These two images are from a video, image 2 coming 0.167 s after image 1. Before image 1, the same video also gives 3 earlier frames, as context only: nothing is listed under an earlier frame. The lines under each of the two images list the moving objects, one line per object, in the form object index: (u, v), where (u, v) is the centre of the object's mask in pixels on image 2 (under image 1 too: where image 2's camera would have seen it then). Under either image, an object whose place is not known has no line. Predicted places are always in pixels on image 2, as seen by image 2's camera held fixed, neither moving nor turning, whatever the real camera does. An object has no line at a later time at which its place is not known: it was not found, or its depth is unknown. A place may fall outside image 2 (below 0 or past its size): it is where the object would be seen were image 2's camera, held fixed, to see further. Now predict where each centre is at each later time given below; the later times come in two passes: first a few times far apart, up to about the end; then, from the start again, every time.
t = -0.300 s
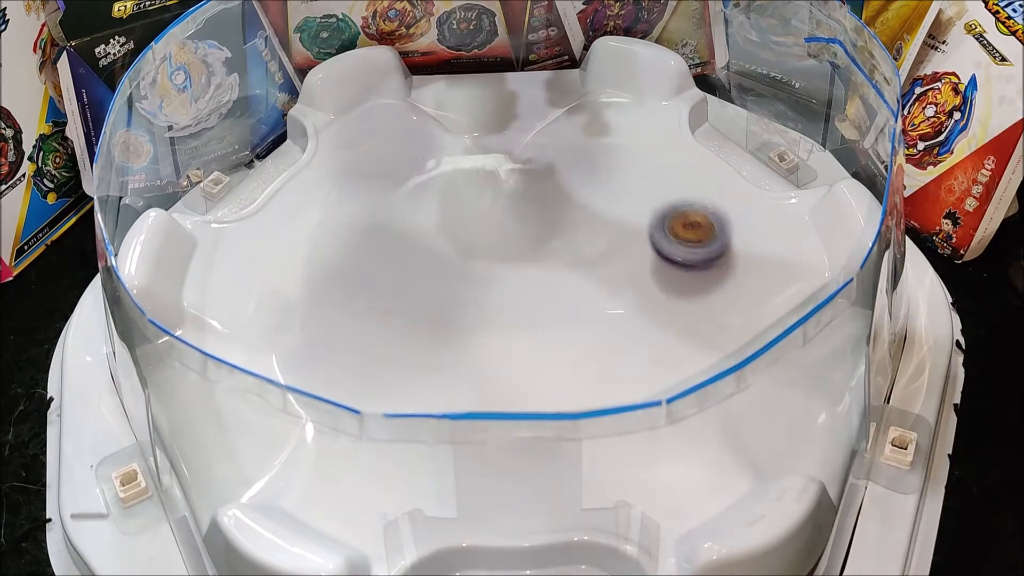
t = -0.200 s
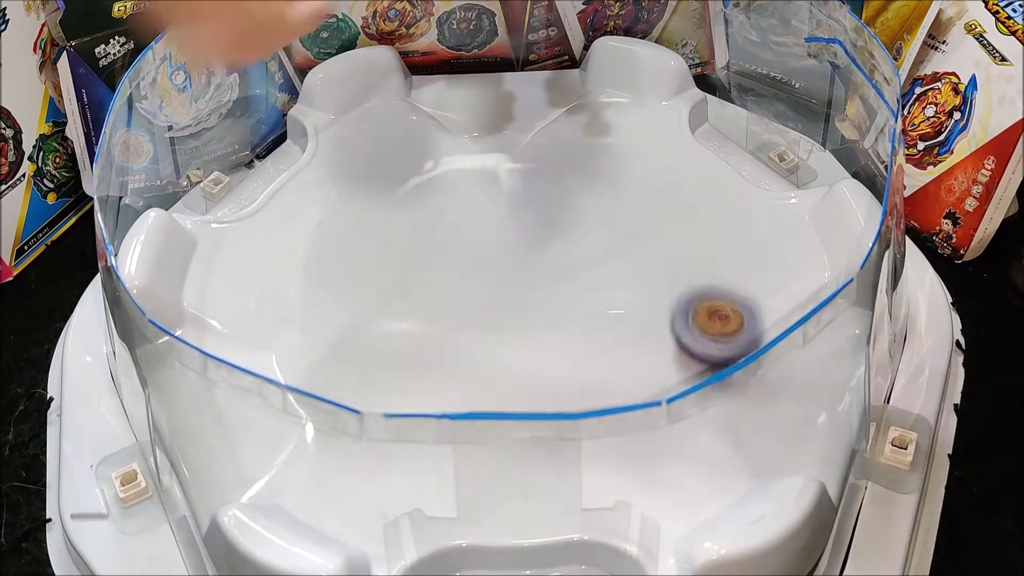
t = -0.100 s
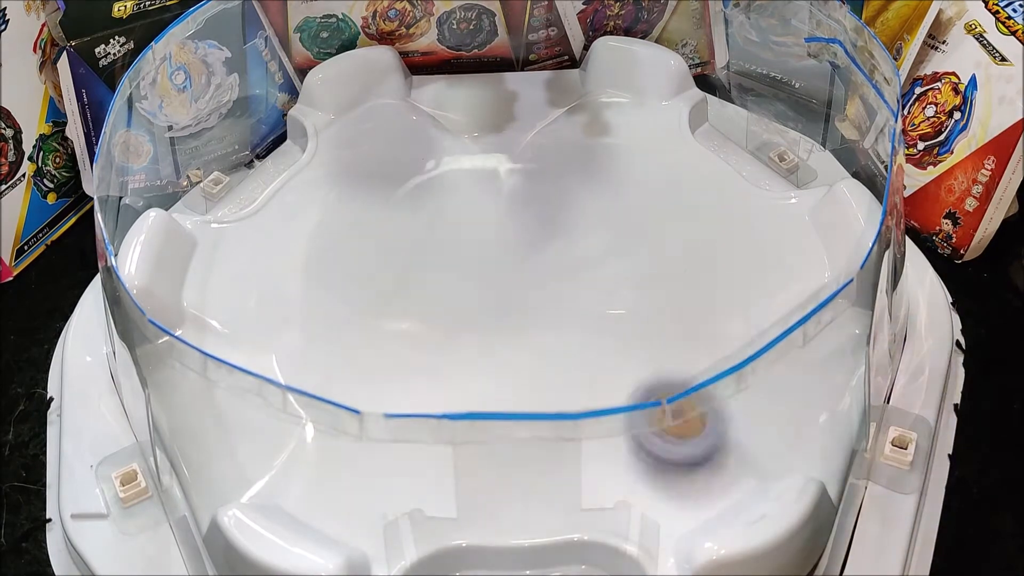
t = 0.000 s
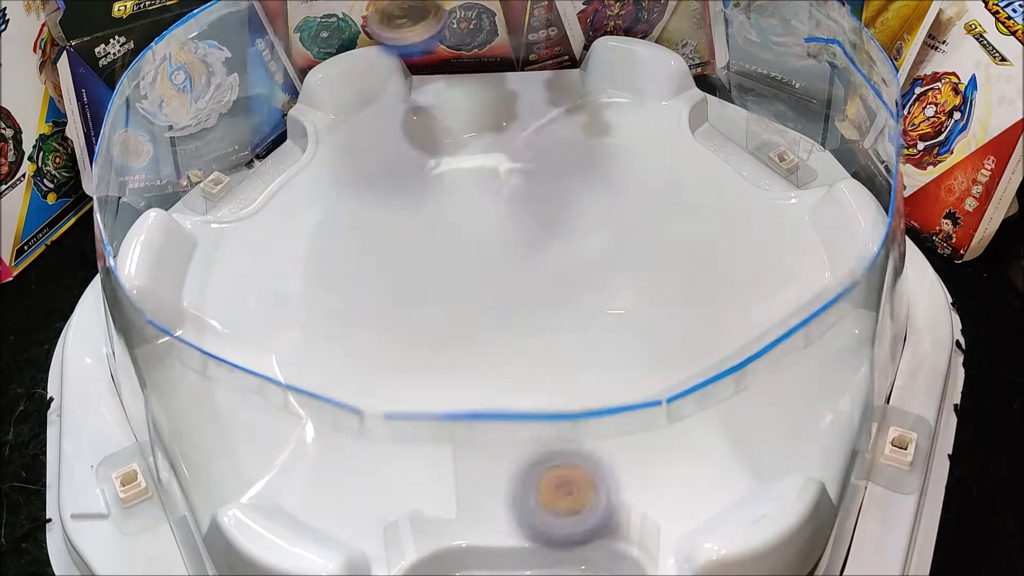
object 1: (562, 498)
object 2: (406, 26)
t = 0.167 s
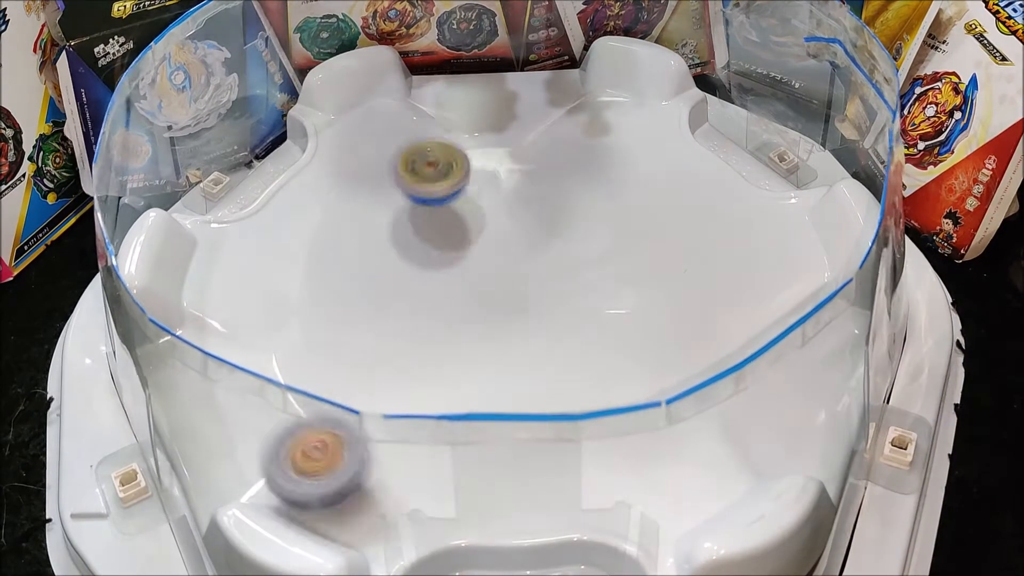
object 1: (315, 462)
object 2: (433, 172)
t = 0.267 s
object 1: (222, 390)
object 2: (465, 277)
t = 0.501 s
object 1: (358, 319)
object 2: (626, 360)
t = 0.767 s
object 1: (567, 251)
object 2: (714, 224)
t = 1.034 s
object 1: (428, 232)
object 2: (752, 121)
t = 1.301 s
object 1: (350, 220)
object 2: (595, 121)
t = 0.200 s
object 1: (278, 438)
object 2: (440, 209)
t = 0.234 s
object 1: (247, 424)
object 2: (451, 249)
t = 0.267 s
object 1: (222, 390)
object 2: (465, 277)
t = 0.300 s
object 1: (205, 366)
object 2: (482, 306)
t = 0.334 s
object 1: (195, 341)
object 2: (503, 328)
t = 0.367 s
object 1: (209, 316)
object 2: (528, 344)
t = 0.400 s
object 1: (238, 311)
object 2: (554, 356)
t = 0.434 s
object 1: (276, 312)
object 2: (579, 357)
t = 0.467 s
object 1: (317, 324)
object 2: (604, 366)
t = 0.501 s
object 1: (358, 319)
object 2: (626, 360)
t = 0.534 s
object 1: (399, 316)
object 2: (646, 350)
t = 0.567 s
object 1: (440, 305)
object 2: (664, 338)
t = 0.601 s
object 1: (479, 295)
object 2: (675, 319)
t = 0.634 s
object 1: (517, 283)
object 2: (683, 299)
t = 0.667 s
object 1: (553, 271)
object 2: (684, 277)
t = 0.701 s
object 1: (588, 259)
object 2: (679, 255)
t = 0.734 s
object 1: (587, 256)
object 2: (688, 241)
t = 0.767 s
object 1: (567, 251)
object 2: (714, 224)
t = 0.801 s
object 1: (548, 249)
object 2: (739, 212)
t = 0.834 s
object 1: (530, 248)
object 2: (762, 200)
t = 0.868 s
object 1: (512, 247)
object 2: (783, 184)
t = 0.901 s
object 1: (493, 244)
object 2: (794, 169)
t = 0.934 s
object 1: (475, 241)
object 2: (793, 144)
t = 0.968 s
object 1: (458, 237)
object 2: (785, 132)
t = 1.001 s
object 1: (442, 235)
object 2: (770, 124)
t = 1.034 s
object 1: (428, 232)
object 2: (752, 121)
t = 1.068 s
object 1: (414, 230)
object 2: (734, 121)
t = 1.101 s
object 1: (401, 227)
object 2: (714, 123)
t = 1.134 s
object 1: (389, 226)
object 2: (696, 124)
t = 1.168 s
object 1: (378, 223)
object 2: (677, 122)
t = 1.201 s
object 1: (369, 223)
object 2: (656, 123)
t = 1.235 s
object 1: (361, 221)
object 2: (636, 121)
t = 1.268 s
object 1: (354, 221)
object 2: (616, 121)
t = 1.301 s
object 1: (350, 220)
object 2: (595, 121)
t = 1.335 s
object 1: (346, 220)
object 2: (572, 120)
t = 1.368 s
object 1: (342, 221)
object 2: (550, 122)
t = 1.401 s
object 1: (340, 221)
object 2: (526, 122)
